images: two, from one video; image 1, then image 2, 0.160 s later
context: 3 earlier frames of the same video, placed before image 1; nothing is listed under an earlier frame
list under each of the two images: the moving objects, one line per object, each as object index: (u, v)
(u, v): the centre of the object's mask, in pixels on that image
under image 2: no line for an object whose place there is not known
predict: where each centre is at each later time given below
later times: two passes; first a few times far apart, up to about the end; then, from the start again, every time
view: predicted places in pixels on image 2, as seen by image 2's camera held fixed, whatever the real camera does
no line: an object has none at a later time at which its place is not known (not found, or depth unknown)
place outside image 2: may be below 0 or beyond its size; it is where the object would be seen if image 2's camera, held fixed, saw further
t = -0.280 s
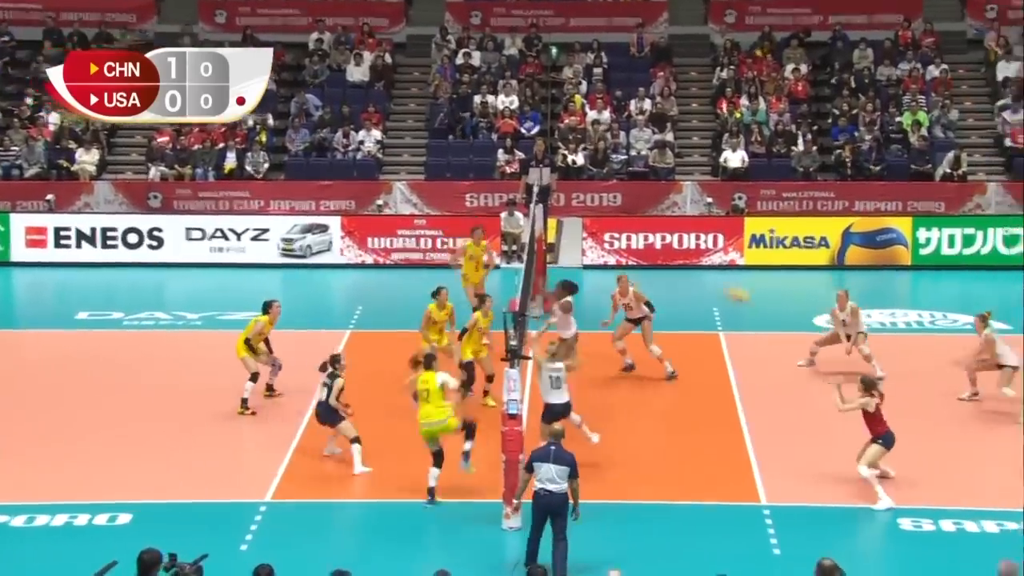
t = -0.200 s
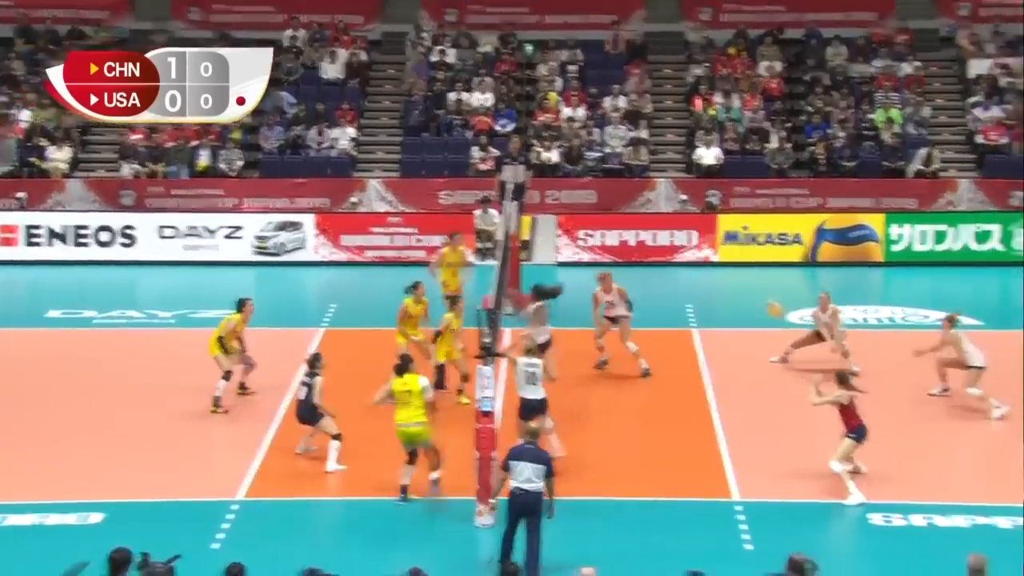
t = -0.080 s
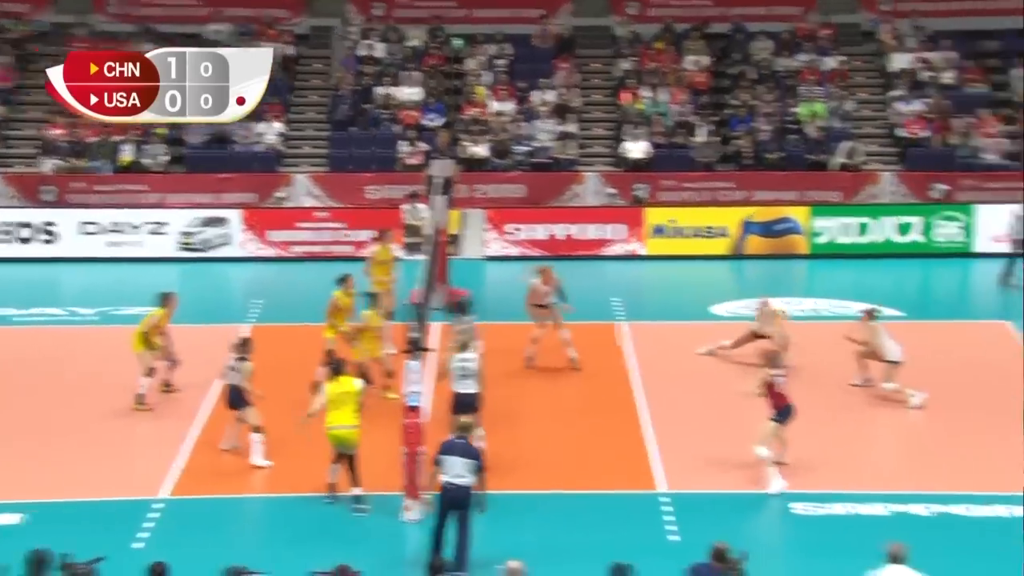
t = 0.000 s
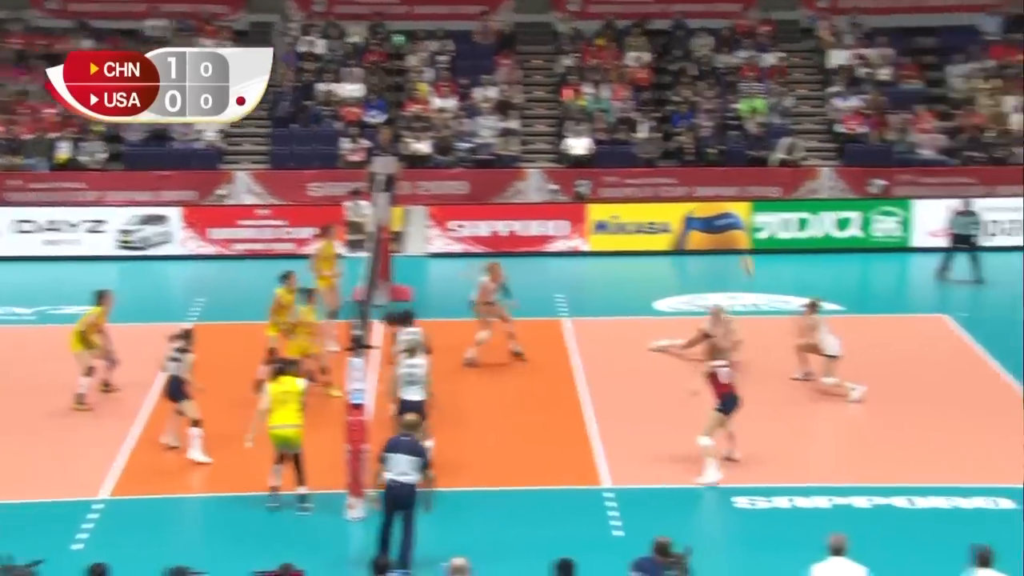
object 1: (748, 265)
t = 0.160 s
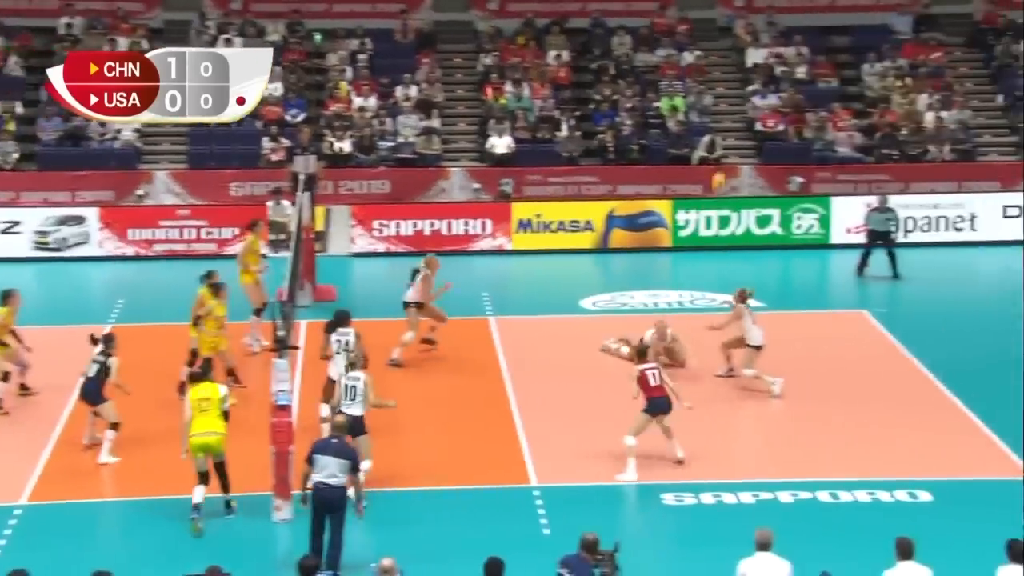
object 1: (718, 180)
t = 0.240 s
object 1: (744, 145)
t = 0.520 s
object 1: (831, 56)
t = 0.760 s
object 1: (906, 23)
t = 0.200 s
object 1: (732, 165)
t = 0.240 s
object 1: (744, 145)
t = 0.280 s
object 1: (755, 131)
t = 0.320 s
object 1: (769, 113)
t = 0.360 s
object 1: (781, 101)
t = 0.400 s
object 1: (793, 90)
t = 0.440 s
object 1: (807, 77)
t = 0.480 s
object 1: (818, 67)
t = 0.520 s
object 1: (831, 56)
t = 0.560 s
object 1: (843, 48)
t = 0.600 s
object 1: (856, 41)
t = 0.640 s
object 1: (869, 35)
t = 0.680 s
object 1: (881, 30)
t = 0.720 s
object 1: (894, 25)
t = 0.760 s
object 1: (906, 23)
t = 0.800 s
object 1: (919, 22)
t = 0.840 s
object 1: (931, 22)
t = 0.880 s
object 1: (944, 23)
